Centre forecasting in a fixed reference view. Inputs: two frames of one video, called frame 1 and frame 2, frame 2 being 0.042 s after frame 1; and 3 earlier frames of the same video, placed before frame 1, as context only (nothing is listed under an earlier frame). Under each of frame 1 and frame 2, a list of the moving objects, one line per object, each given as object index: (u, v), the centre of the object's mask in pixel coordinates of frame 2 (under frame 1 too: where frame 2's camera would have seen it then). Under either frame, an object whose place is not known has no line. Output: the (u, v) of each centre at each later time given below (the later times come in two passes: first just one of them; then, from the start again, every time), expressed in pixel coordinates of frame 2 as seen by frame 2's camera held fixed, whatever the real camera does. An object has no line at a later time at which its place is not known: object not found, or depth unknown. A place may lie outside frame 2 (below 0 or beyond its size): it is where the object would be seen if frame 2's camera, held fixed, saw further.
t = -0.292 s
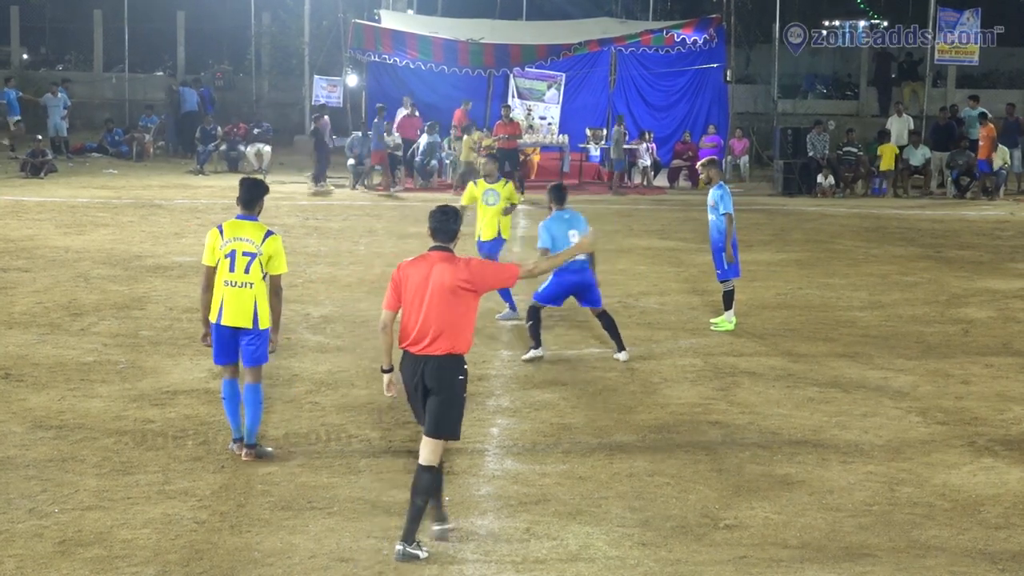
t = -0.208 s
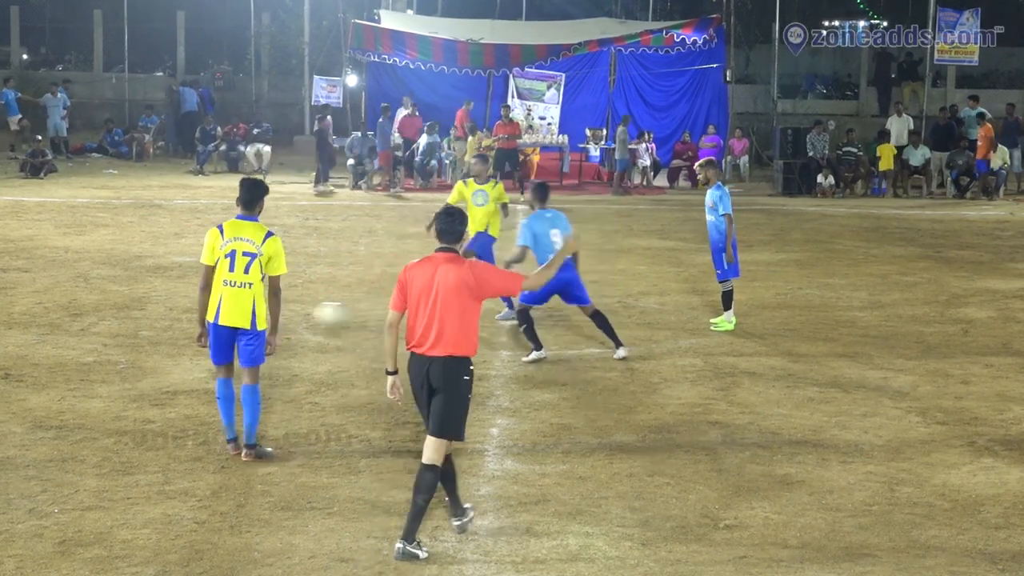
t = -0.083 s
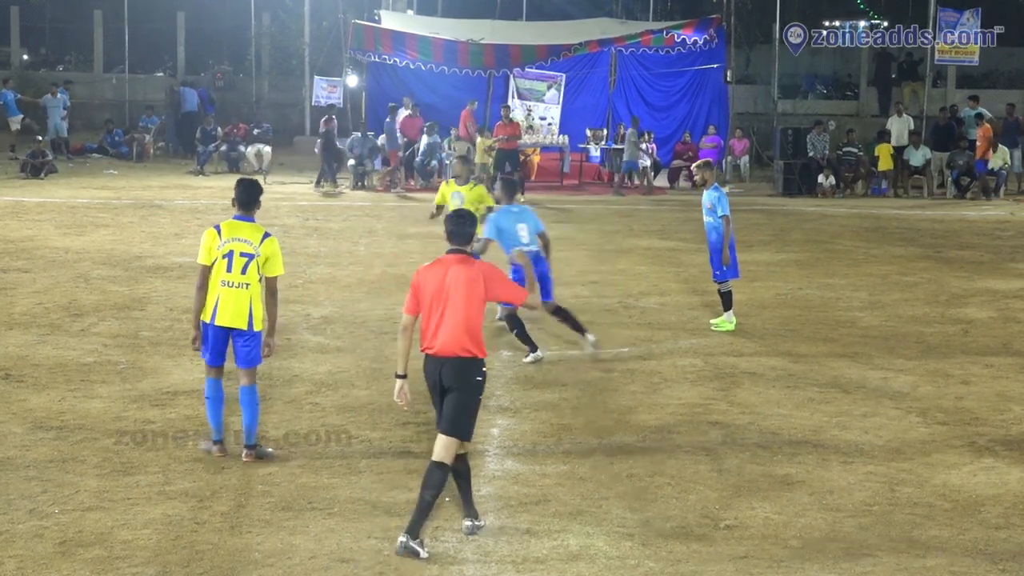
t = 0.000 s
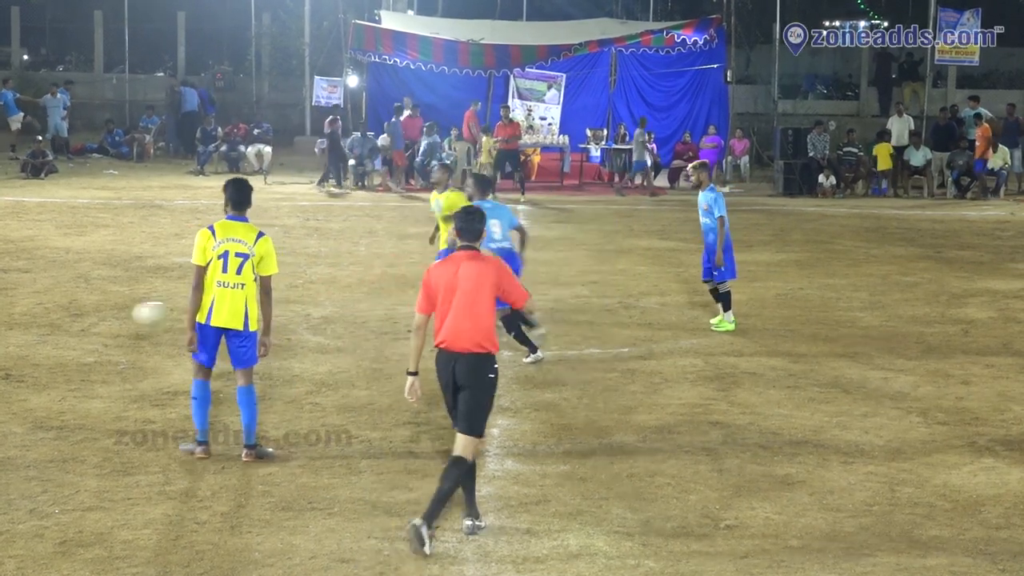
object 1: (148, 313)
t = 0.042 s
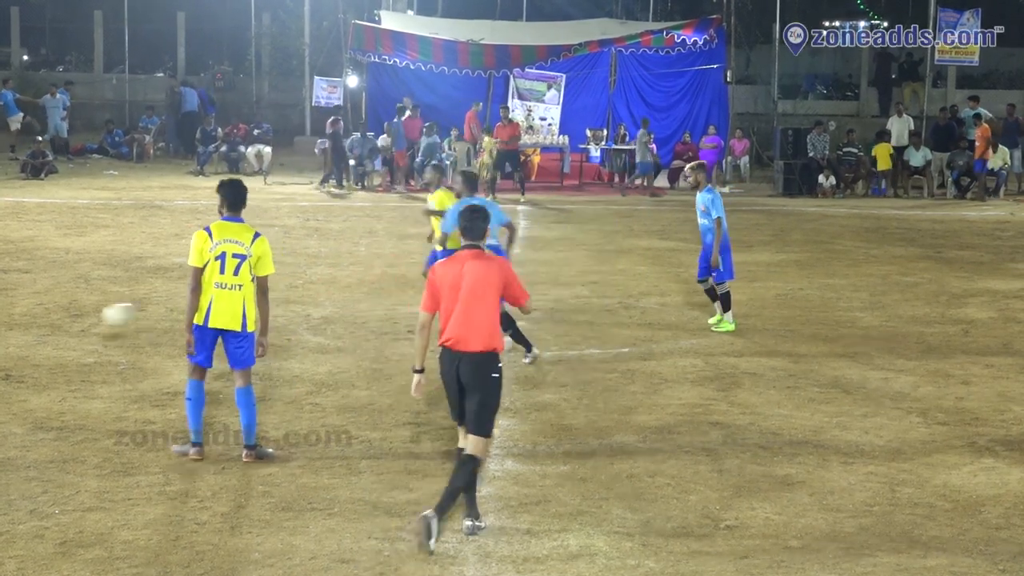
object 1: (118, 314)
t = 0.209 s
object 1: (7, 313)
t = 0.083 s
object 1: (86, 318)
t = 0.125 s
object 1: (60, 316)
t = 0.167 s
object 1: (34, 313)
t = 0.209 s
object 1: (7, 313)
